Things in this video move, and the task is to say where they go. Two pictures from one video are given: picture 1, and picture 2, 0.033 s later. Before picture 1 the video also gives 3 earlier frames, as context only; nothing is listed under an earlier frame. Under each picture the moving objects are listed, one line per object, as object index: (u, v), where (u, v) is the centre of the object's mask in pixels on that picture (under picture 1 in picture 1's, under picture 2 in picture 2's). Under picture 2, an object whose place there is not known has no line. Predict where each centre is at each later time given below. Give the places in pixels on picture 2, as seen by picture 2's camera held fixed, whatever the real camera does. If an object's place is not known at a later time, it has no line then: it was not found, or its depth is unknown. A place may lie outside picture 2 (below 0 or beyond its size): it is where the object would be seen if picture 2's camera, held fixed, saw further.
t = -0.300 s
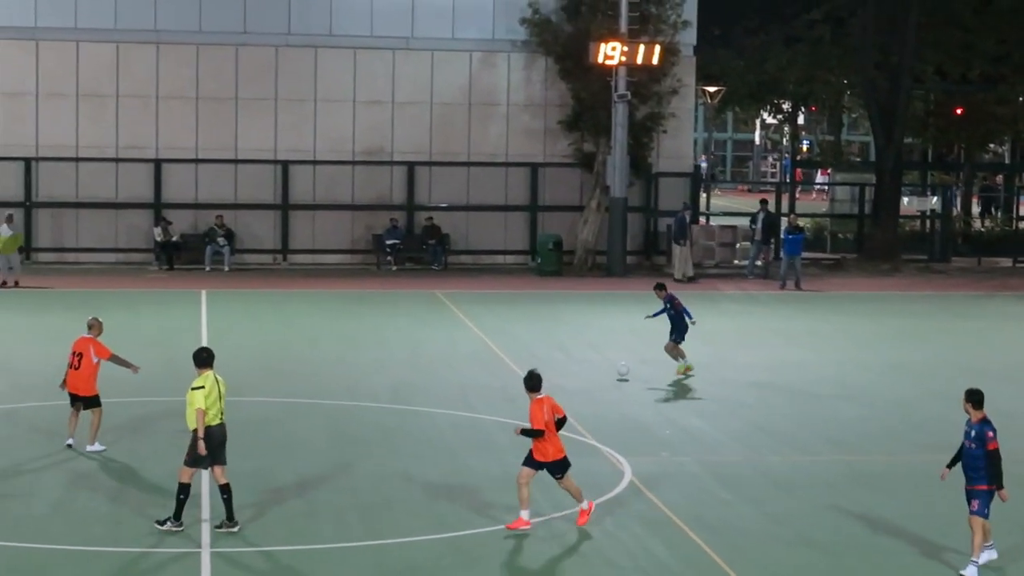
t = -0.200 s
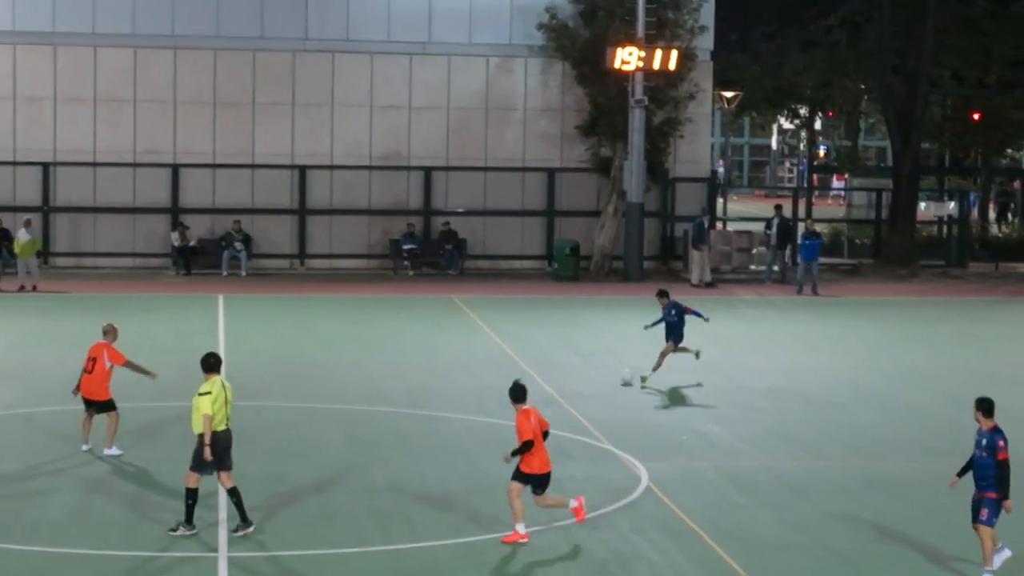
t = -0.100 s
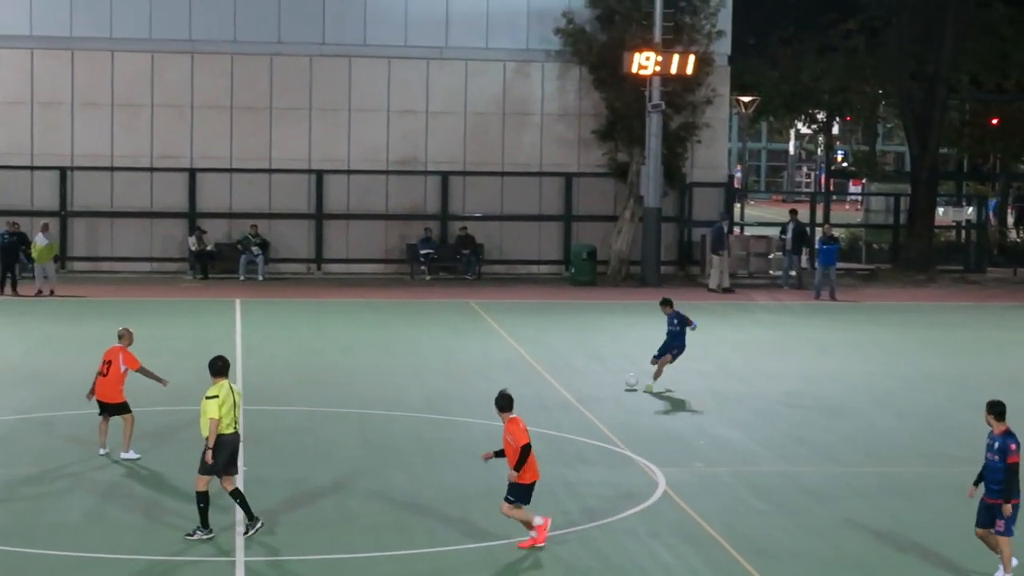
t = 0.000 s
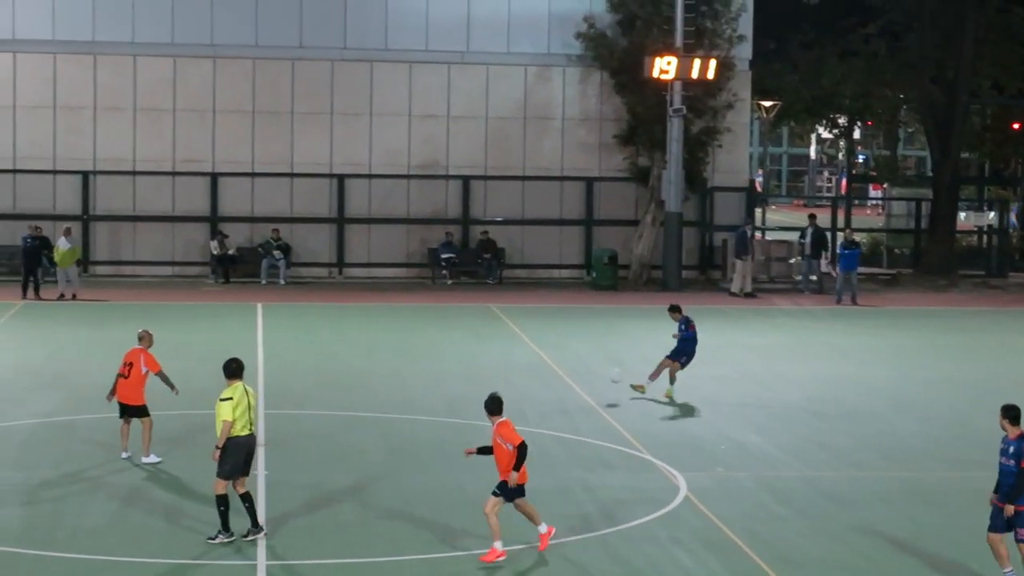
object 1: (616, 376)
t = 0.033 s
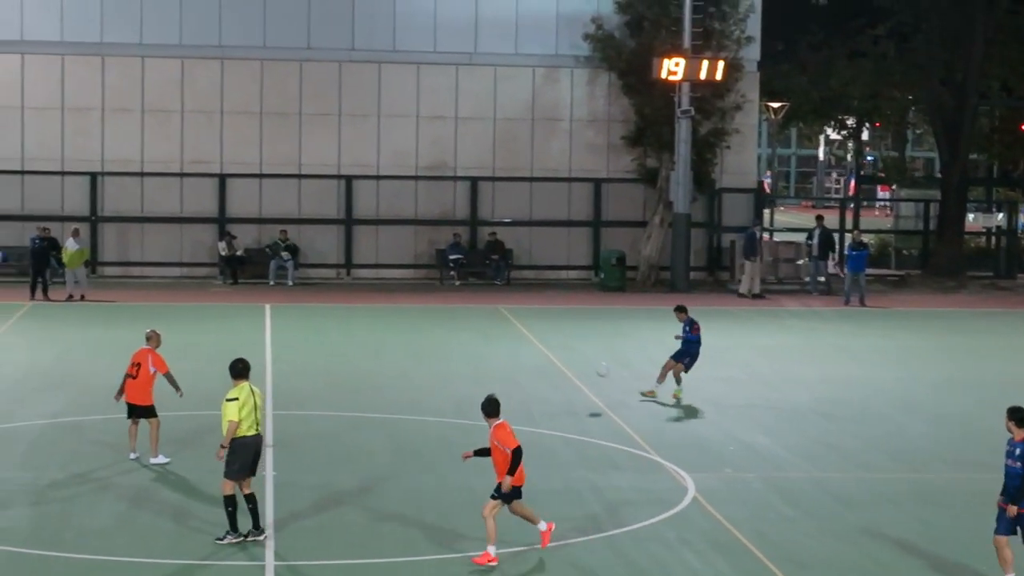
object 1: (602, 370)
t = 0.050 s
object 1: (593, 366)
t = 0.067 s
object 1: (581, 363)
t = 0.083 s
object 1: (570, 360)
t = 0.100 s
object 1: (560, 356)
